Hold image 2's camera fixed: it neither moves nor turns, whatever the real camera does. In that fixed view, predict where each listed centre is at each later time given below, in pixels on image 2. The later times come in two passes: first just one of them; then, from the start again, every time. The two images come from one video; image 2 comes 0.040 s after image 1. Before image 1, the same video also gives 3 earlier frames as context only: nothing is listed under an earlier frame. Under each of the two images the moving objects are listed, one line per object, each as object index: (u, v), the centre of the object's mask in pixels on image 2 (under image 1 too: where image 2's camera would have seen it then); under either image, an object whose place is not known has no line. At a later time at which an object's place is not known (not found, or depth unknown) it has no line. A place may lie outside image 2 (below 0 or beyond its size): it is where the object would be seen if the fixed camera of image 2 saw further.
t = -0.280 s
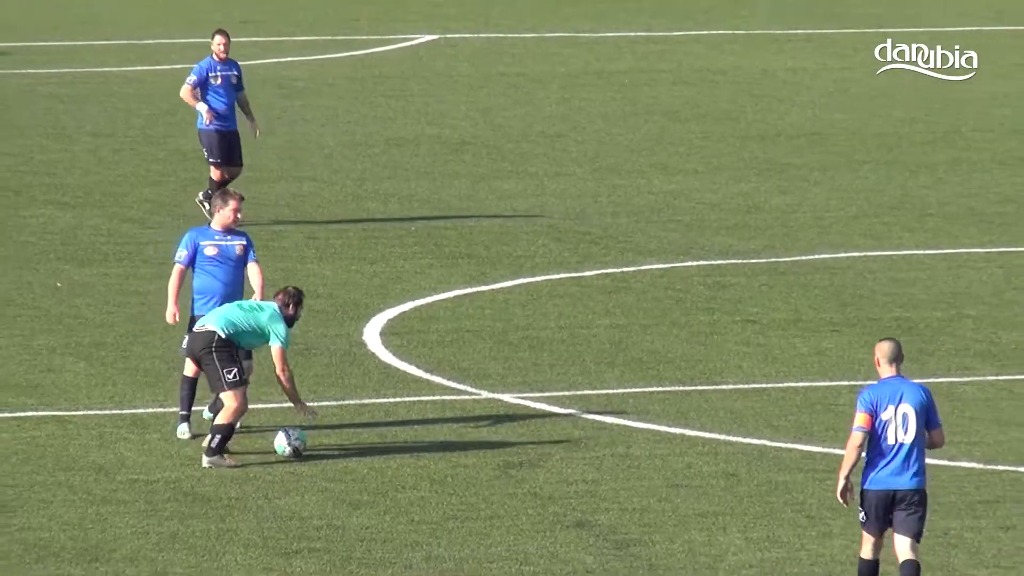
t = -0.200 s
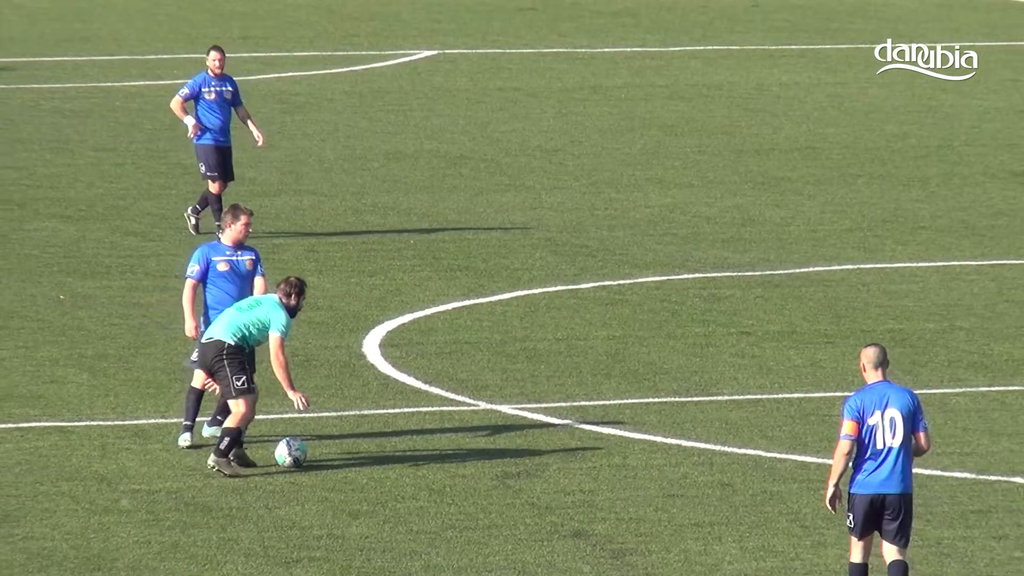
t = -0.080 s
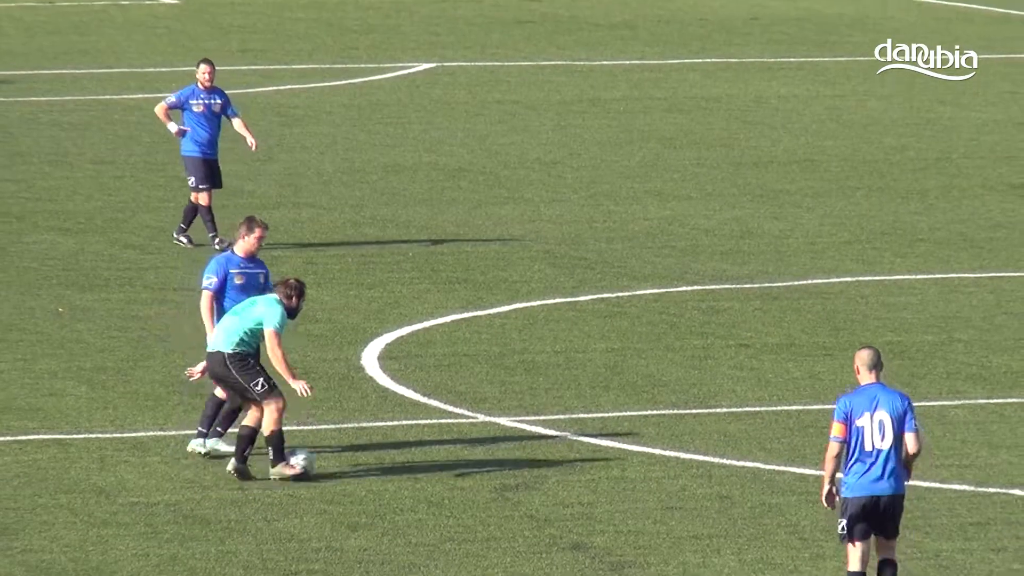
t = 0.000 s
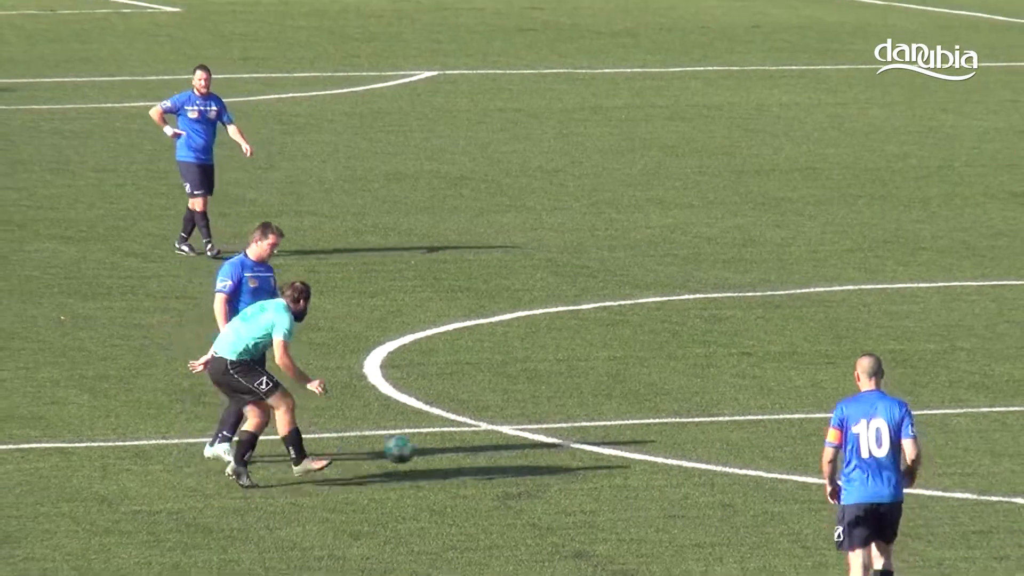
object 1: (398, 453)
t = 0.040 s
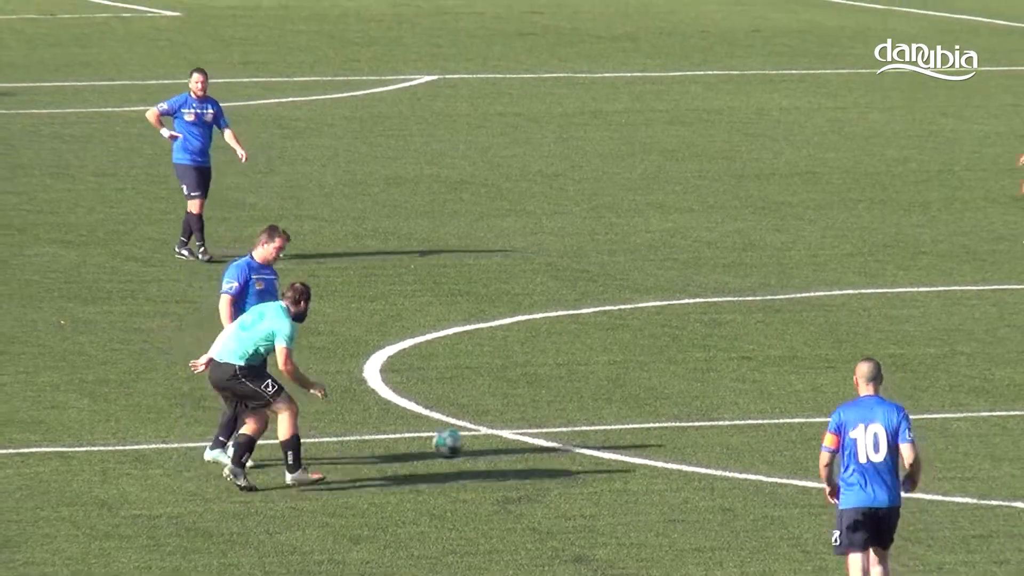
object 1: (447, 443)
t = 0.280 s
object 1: (709, 423)
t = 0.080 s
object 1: (495, 437)
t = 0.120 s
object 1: (541, 432)
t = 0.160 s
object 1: (586, 430)
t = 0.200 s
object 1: (631, 432)
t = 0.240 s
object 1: (673, 431)
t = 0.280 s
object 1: (709, 423)
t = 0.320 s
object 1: (743, 414)
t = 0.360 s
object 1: (778, 408)
